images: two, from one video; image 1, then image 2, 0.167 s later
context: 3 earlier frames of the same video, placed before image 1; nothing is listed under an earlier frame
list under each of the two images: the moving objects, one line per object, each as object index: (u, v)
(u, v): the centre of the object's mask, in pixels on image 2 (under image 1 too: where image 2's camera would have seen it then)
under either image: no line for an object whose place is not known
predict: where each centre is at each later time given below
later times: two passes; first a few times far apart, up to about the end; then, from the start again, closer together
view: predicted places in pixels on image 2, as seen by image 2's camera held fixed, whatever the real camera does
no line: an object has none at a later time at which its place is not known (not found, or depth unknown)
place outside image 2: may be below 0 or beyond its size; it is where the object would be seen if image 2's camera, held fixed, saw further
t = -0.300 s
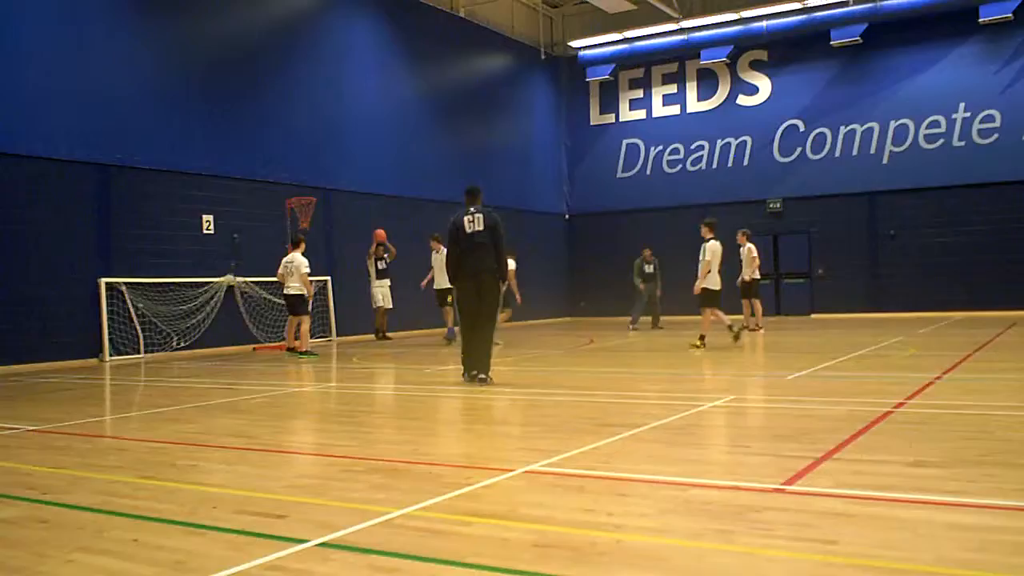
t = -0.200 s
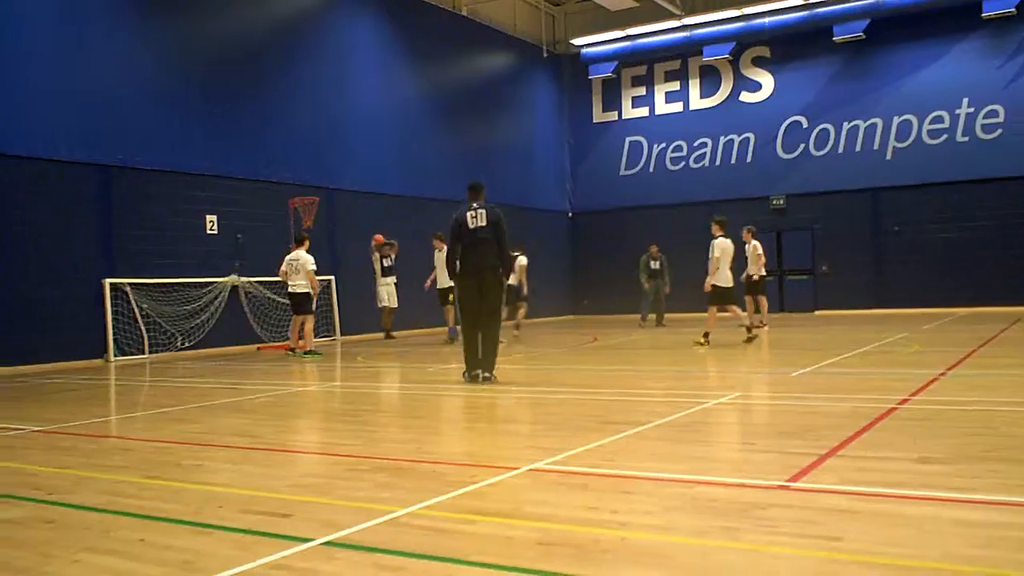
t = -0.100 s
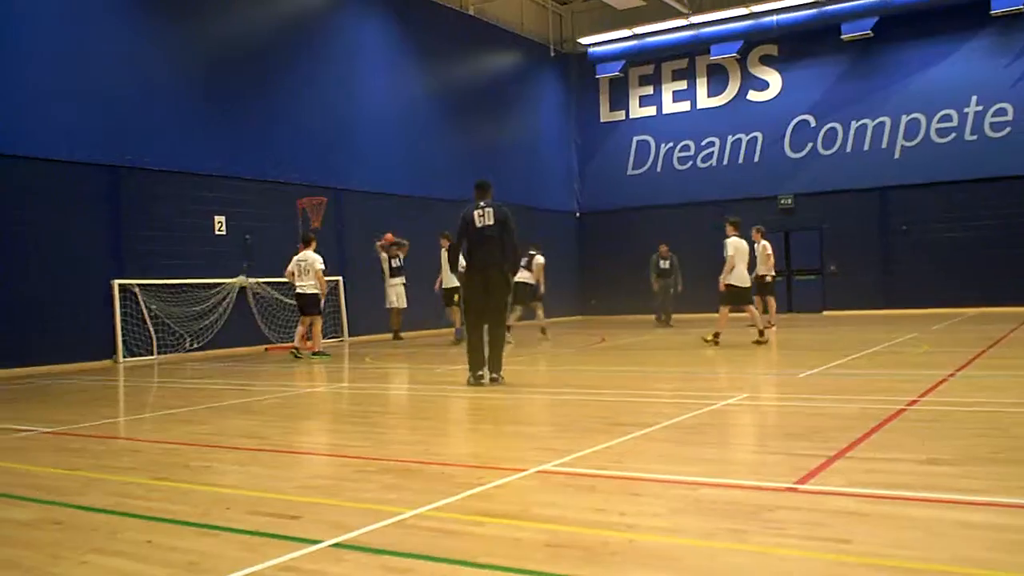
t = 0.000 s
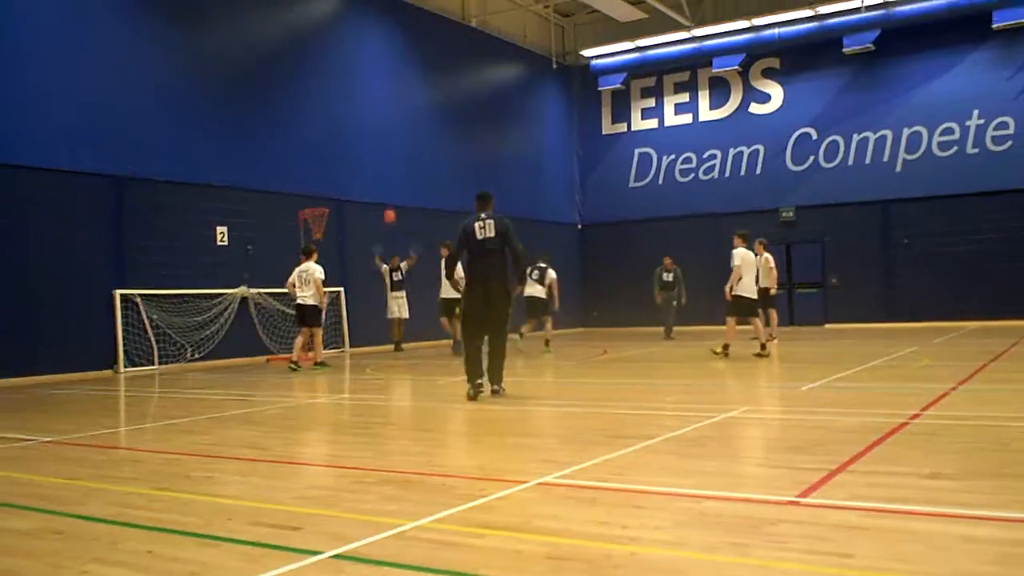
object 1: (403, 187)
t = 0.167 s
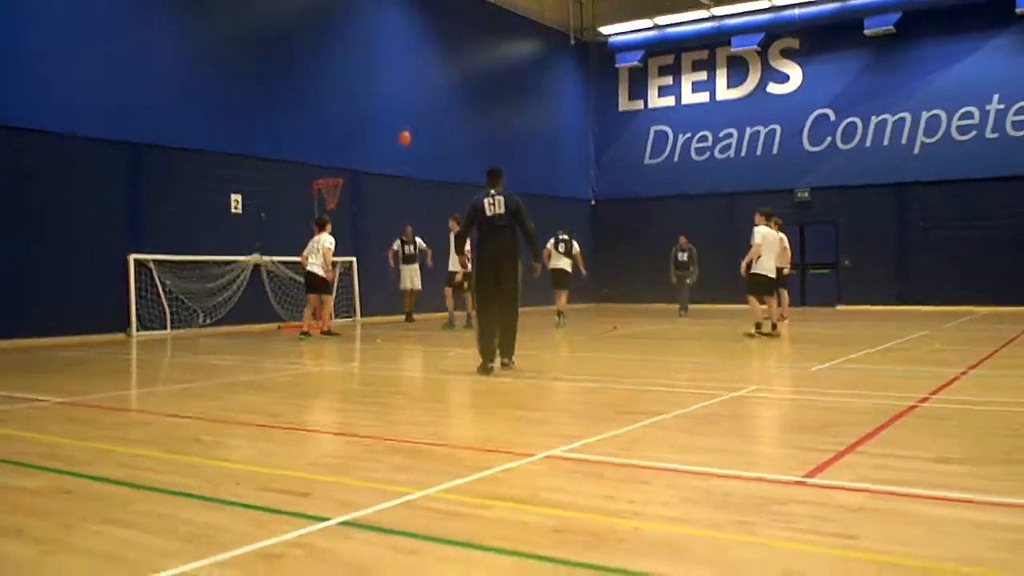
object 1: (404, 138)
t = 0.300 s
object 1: (407, 102)
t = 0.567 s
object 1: (412, 62)
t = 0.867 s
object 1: (420, 71)
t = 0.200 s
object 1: (404, 127)
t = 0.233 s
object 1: (405, 118)
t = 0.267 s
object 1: (406, 110)
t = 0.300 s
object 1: (407, 102)
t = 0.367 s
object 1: (407, 91)
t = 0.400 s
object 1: (407, 85)
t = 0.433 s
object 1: (407, 81)
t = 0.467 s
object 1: (408, 74)
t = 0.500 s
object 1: (409, 69)
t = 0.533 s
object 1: (411, 65)
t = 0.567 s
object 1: (412, 62)
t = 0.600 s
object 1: (412, 60)
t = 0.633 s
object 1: (412, 56)
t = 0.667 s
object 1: (410, 51)
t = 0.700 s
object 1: (412, 51)
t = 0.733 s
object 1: (420, 59)
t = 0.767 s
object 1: (419, 62)
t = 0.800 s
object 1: (422, 66)
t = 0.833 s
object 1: (418, 68)
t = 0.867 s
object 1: (420, 71)
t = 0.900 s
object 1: (420, 76)
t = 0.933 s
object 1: (422, 83)
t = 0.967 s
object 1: (423, 91)
